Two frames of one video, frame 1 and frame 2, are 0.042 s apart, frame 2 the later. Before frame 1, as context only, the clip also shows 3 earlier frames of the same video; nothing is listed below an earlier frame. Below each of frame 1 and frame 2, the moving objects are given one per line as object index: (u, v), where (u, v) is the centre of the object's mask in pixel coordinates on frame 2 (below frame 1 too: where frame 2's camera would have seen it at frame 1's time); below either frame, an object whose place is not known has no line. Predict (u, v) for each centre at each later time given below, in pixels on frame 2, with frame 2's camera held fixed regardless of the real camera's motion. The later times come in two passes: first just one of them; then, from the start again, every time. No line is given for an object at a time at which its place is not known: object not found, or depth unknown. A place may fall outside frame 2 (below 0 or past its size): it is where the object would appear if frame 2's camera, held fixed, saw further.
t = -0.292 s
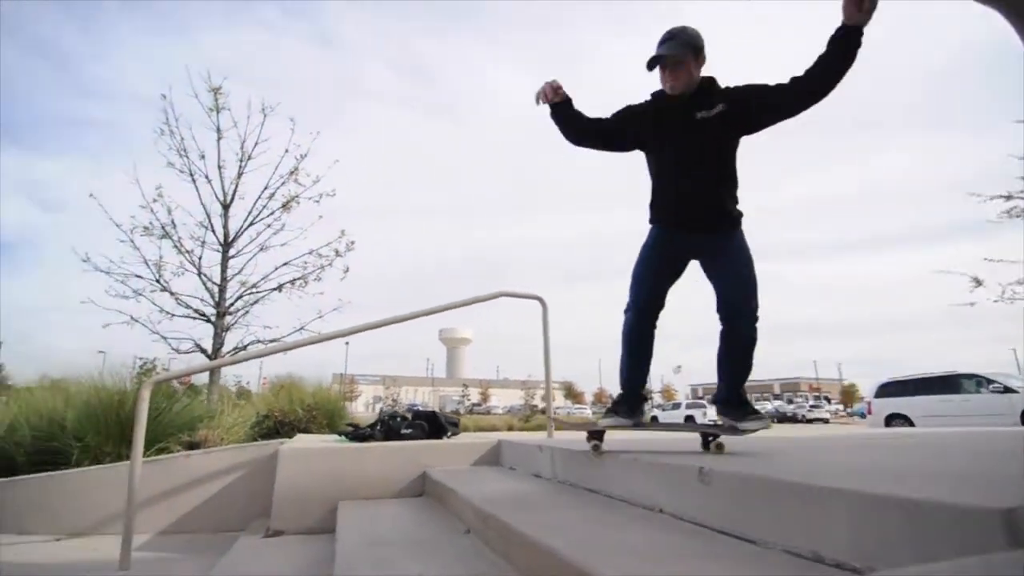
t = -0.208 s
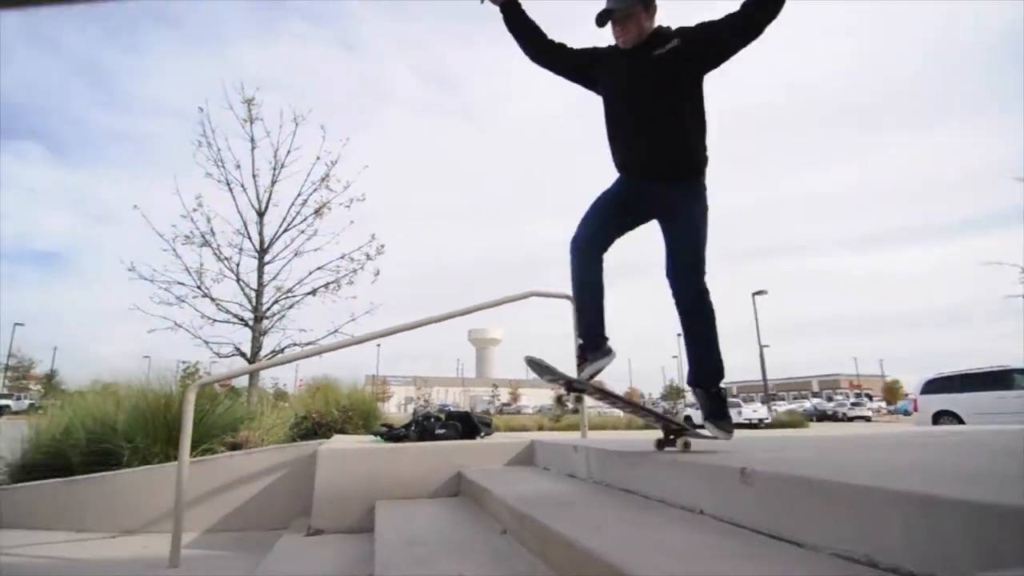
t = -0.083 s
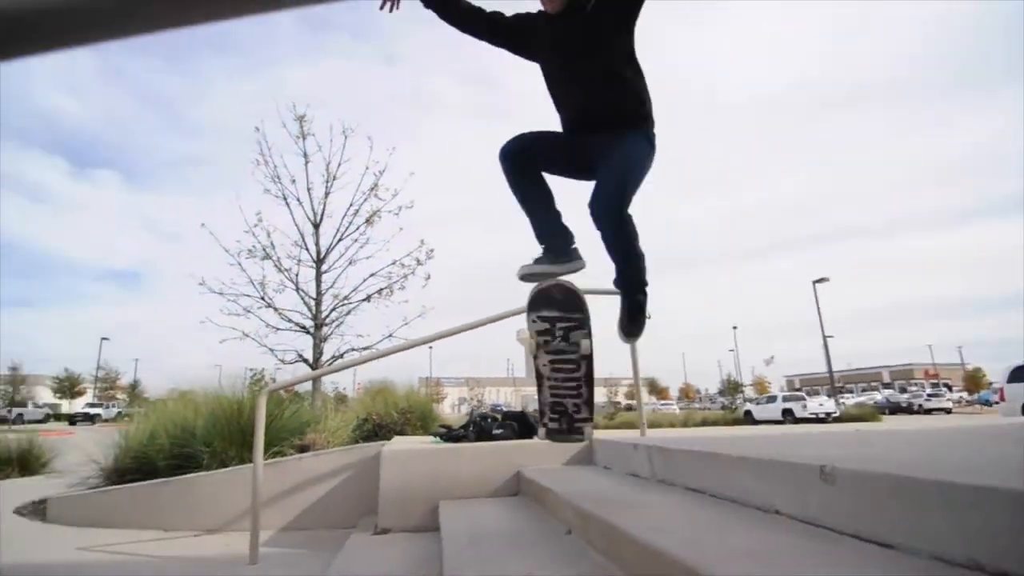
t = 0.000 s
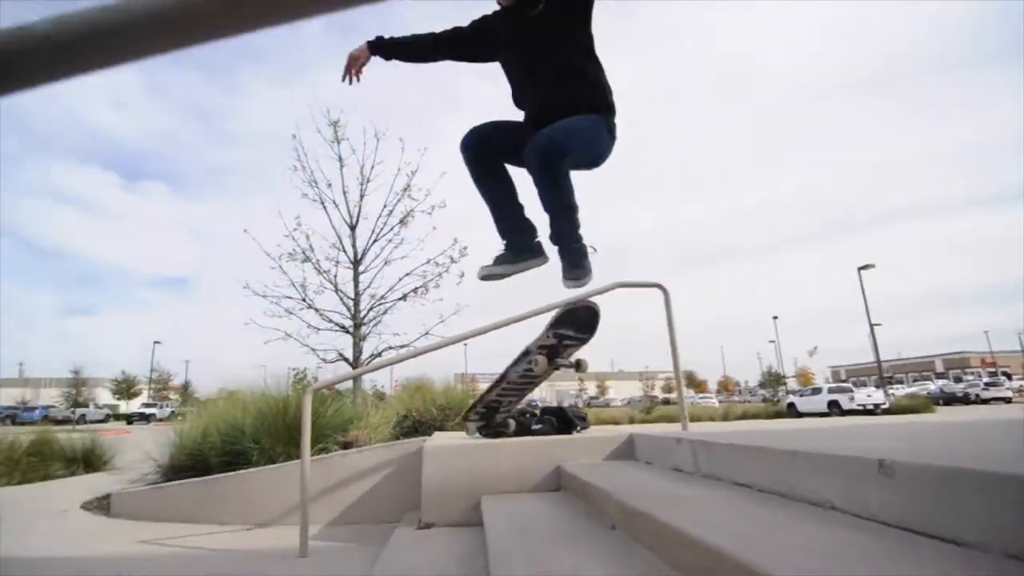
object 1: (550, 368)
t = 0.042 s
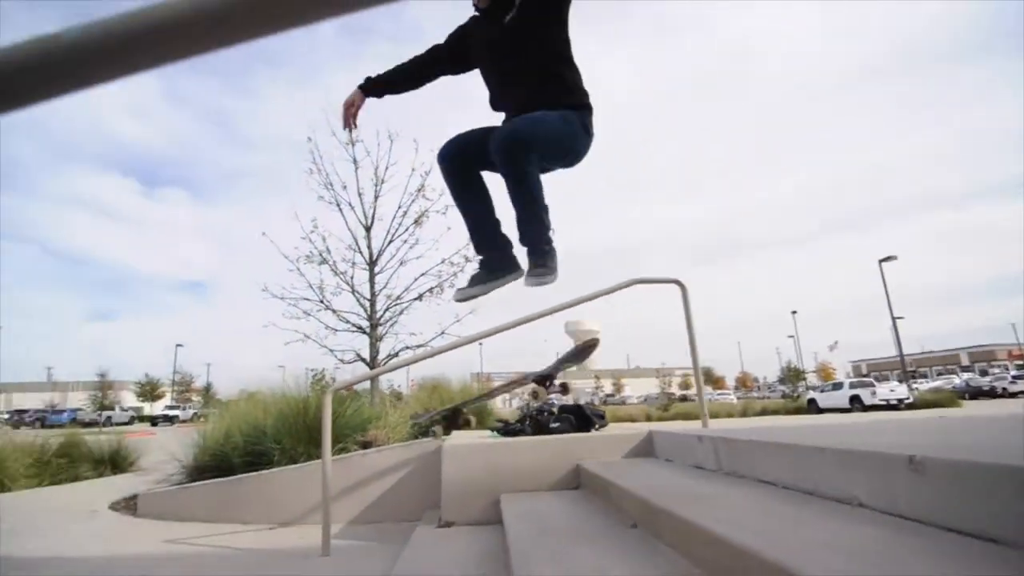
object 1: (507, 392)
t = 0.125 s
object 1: (419, 438)
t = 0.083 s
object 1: (459, 413)
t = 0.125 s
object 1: (419, 438)
